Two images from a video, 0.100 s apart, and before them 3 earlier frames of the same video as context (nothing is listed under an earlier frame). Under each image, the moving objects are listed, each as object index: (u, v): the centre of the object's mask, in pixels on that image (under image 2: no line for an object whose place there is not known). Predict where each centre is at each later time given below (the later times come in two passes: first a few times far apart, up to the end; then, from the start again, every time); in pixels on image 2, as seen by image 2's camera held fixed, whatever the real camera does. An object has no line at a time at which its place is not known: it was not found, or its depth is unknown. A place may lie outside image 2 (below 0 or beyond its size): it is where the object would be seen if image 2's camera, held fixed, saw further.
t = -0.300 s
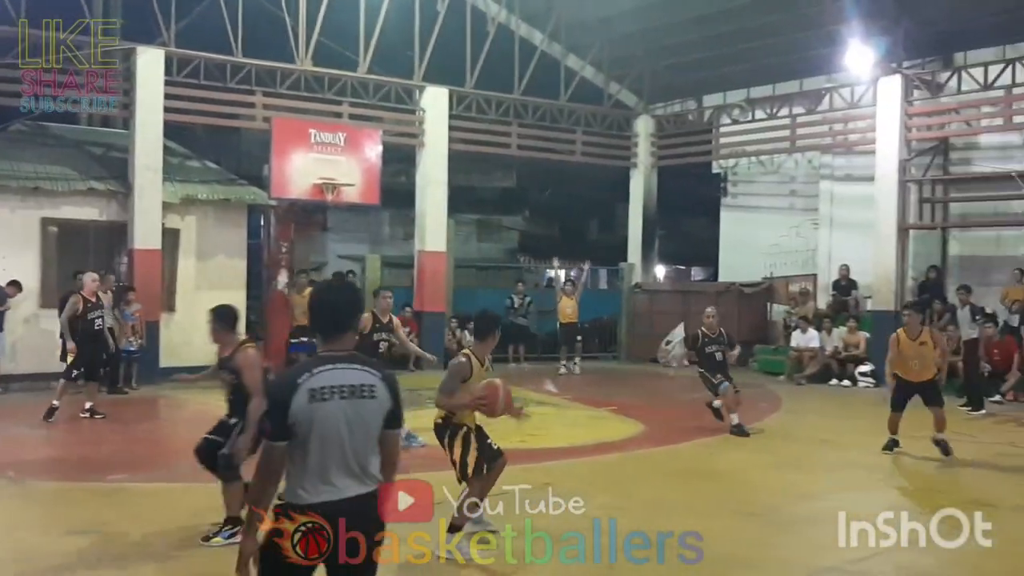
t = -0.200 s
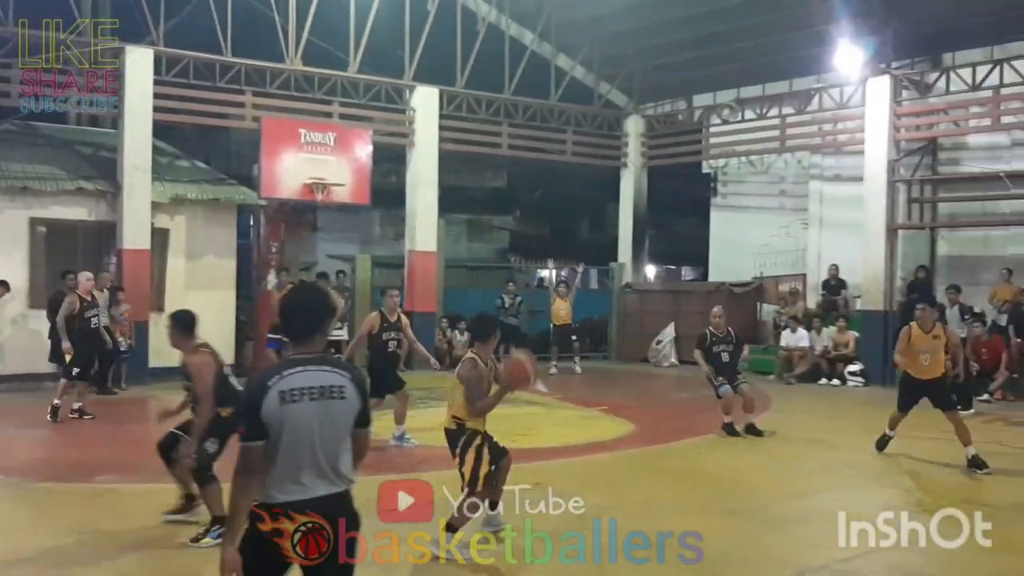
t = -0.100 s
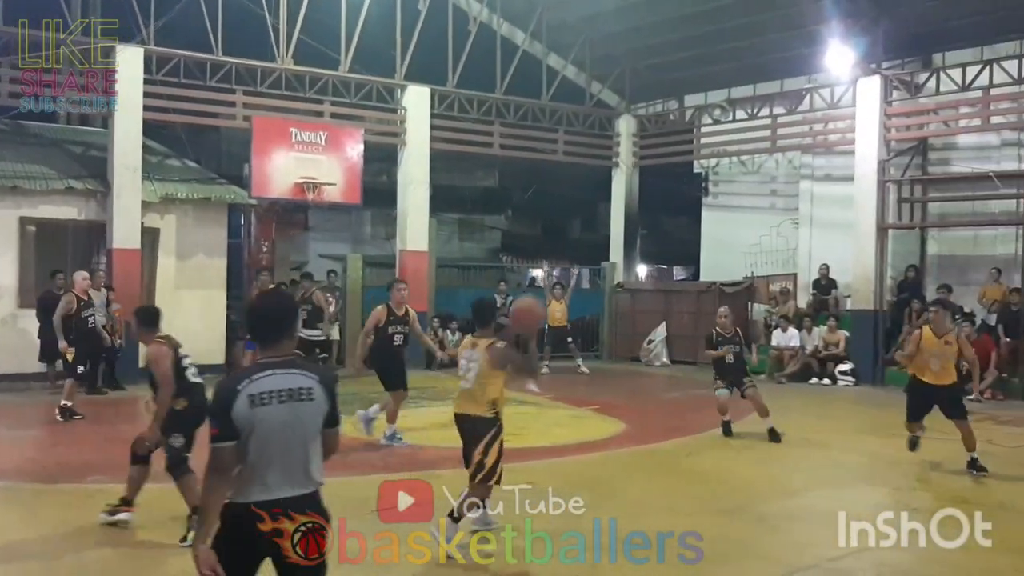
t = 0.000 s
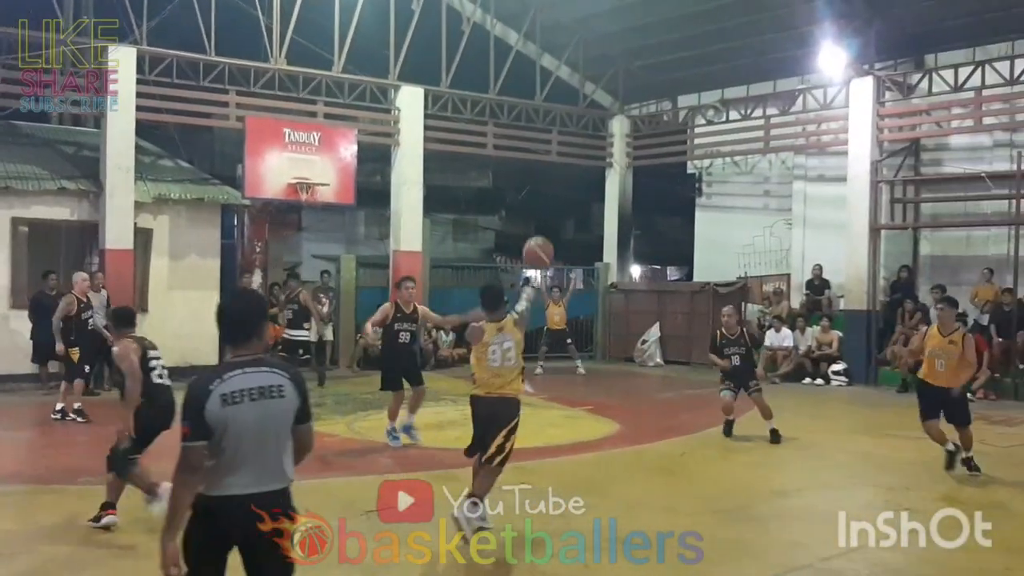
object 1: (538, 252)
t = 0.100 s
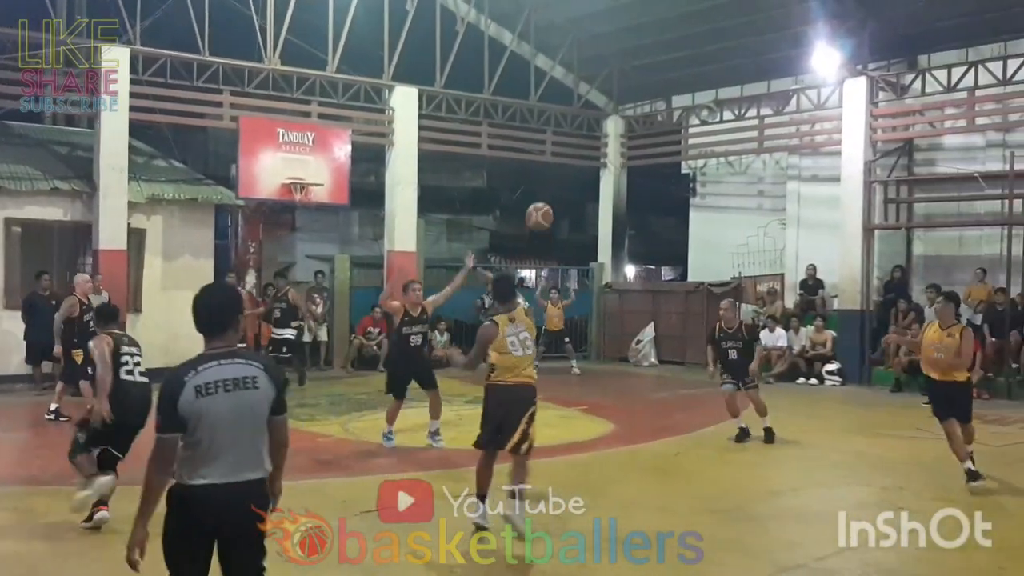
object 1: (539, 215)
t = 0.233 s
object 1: (546, 194)
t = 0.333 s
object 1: (549, 192)
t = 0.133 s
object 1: (541, 208)
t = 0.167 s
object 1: (542, 201)
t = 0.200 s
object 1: (544, 198)
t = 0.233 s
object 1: (546, 194)
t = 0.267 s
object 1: (547, 192)
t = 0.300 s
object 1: (548, 192)
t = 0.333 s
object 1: (549, 192)
